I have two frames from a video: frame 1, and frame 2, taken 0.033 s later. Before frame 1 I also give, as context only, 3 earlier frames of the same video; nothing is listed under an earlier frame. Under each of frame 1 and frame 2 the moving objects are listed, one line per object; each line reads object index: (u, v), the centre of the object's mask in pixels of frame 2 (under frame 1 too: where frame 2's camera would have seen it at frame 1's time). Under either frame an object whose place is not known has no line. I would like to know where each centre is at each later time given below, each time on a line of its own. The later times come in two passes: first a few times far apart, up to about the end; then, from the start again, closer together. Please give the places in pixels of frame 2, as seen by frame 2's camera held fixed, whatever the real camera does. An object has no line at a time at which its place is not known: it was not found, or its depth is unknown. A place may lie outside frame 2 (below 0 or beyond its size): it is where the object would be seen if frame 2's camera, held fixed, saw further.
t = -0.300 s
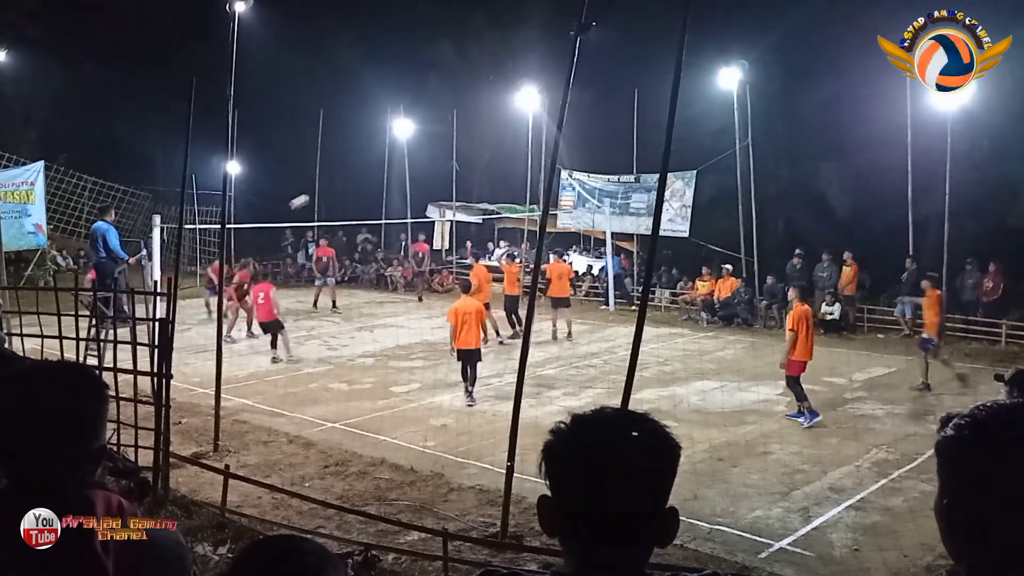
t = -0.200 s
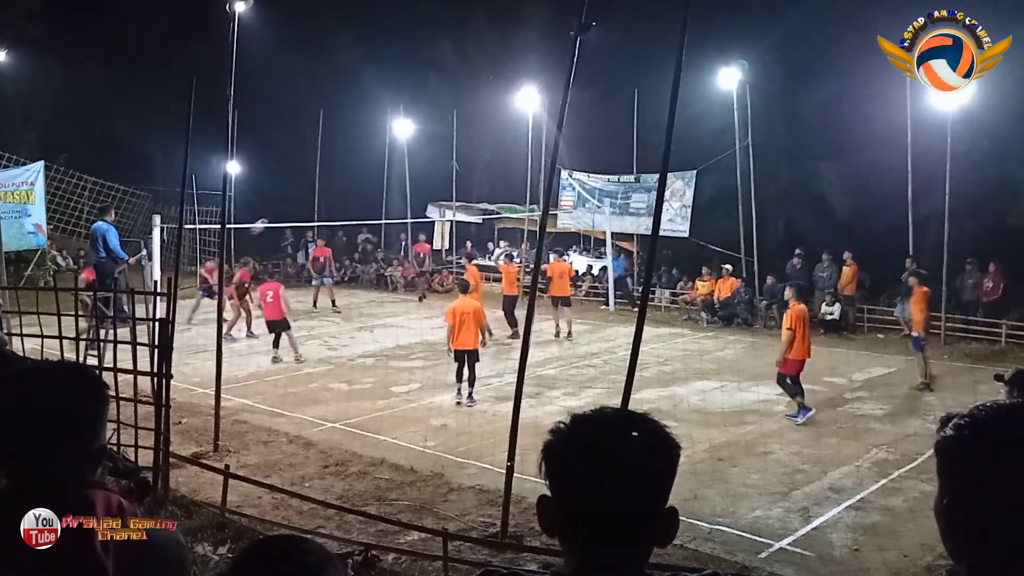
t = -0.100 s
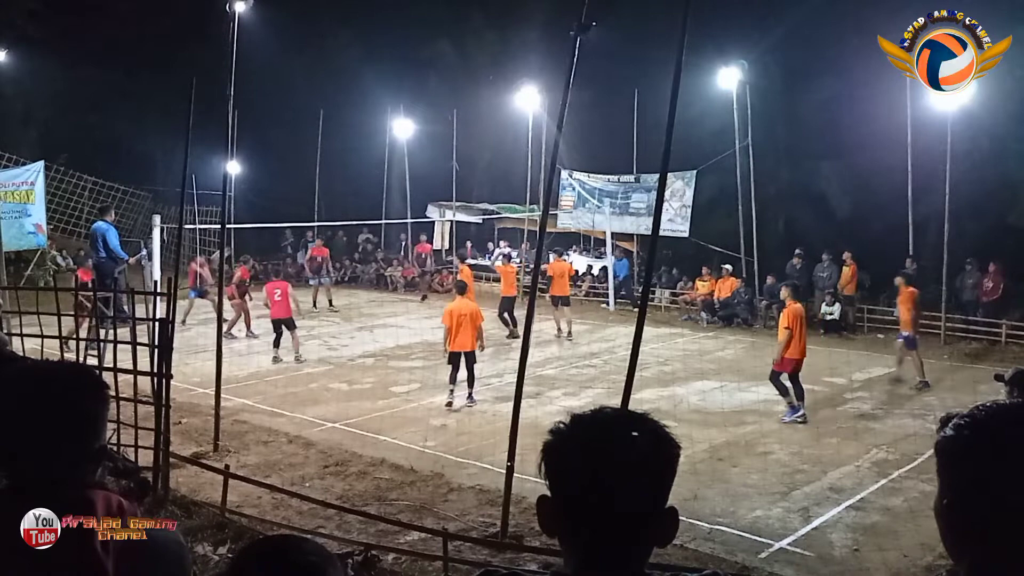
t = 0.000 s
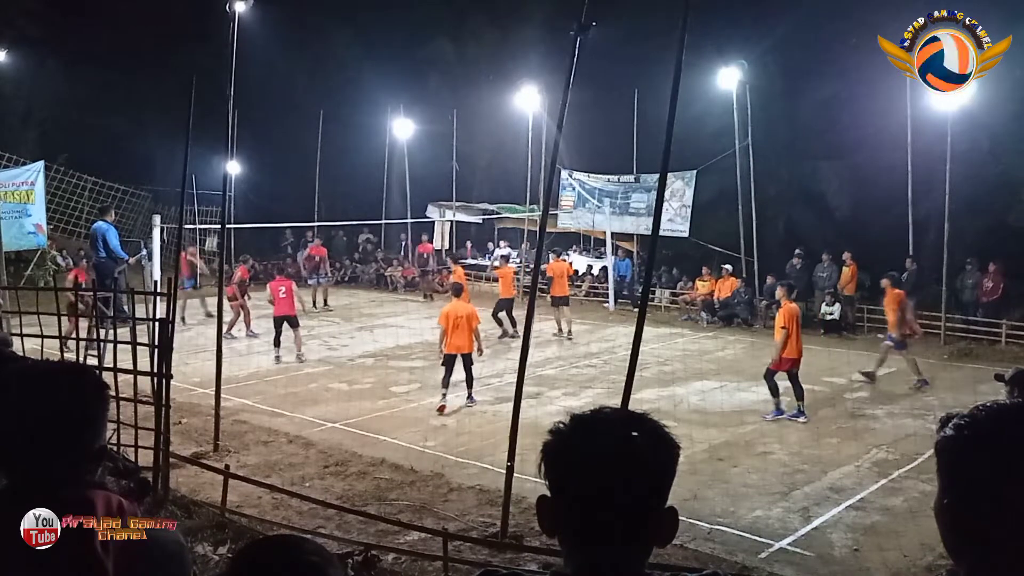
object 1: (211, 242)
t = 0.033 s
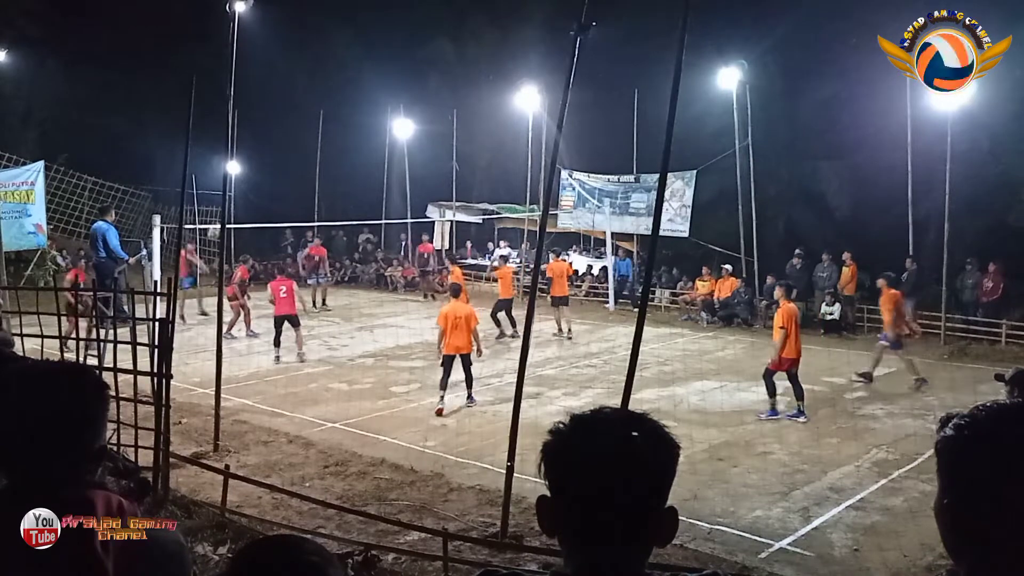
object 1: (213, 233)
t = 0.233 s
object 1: (233, 160)
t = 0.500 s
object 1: (257, 103)
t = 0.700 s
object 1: (277, 80)
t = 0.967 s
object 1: (306, 81)
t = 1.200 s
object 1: (333, 116)
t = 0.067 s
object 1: (216, 218)
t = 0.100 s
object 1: (217, 208)
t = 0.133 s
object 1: (219, 197)
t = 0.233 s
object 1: (233, 160)
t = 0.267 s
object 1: (235, 155)
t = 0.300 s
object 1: (238, 146)
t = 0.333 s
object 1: (241, 138)
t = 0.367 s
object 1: (244, 130)
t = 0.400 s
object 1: (248, 122)
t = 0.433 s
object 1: (250, 116)
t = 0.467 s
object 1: (253, 110)
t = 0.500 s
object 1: (257, 103)
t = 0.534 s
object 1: (260, 99)
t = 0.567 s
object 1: (263, 94)
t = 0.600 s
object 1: (267, 90)
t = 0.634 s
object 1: (270, 86)
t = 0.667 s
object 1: (274, 83)
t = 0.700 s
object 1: (277, 80)
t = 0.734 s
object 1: (281, 78)
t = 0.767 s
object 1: (285, 77)
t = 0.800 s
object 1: (288, 76)
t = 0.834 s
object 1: (291, 76)
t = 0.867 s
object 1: (295, 76)
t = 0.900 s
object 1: (299, 77)
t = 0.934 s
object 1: (303, 79)
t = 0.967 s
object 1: (306, 81)
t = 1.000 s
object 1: (310, 84)
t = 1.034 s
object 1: (314, 88)
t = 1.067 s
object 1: (317, 92)
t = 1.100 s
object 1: (321, 97)
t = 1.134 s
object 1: (325, 103)
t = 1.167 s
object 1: (329, 109)
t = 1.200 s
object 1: (333, 116)
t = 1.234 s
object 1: (337, 122)
